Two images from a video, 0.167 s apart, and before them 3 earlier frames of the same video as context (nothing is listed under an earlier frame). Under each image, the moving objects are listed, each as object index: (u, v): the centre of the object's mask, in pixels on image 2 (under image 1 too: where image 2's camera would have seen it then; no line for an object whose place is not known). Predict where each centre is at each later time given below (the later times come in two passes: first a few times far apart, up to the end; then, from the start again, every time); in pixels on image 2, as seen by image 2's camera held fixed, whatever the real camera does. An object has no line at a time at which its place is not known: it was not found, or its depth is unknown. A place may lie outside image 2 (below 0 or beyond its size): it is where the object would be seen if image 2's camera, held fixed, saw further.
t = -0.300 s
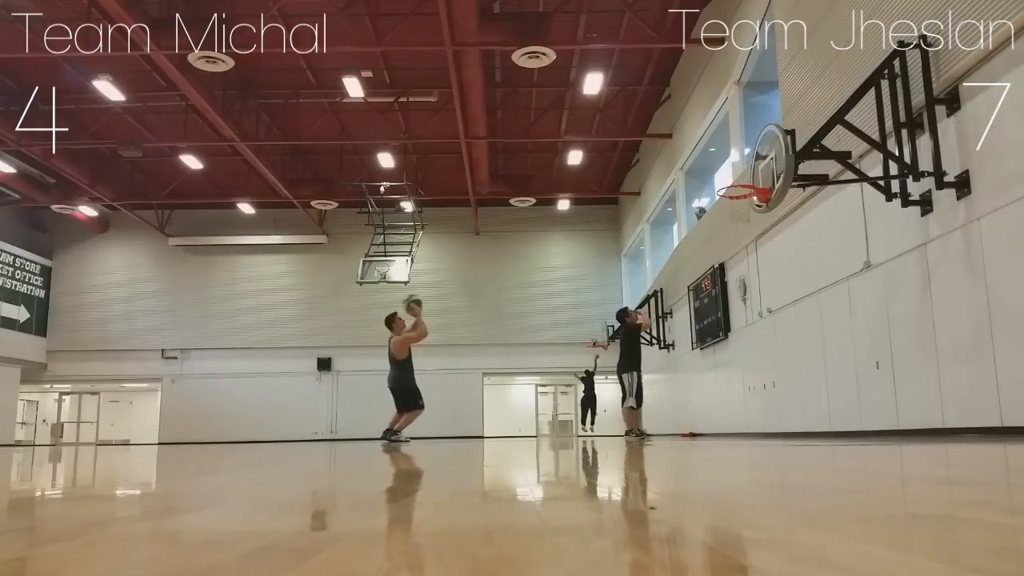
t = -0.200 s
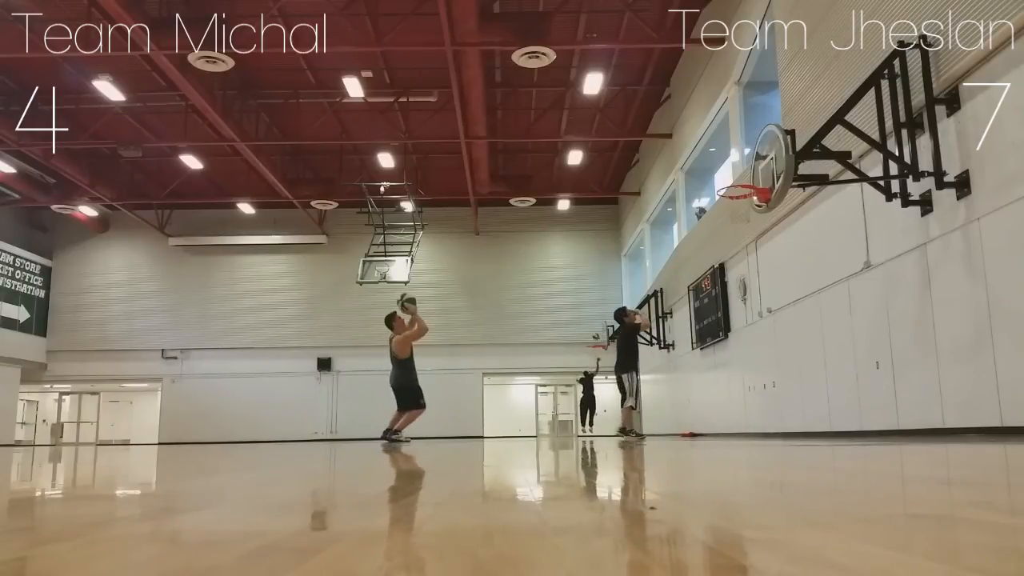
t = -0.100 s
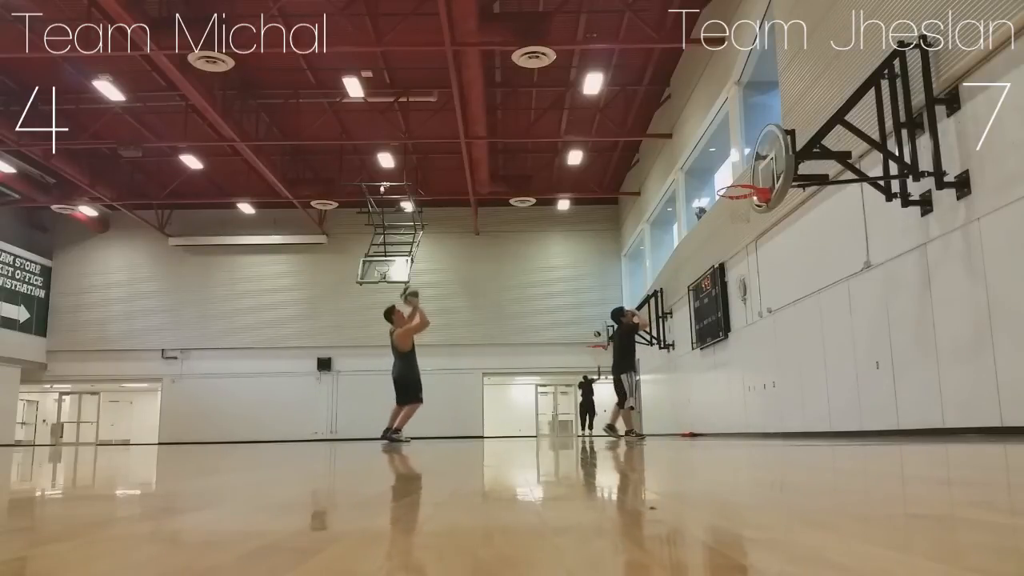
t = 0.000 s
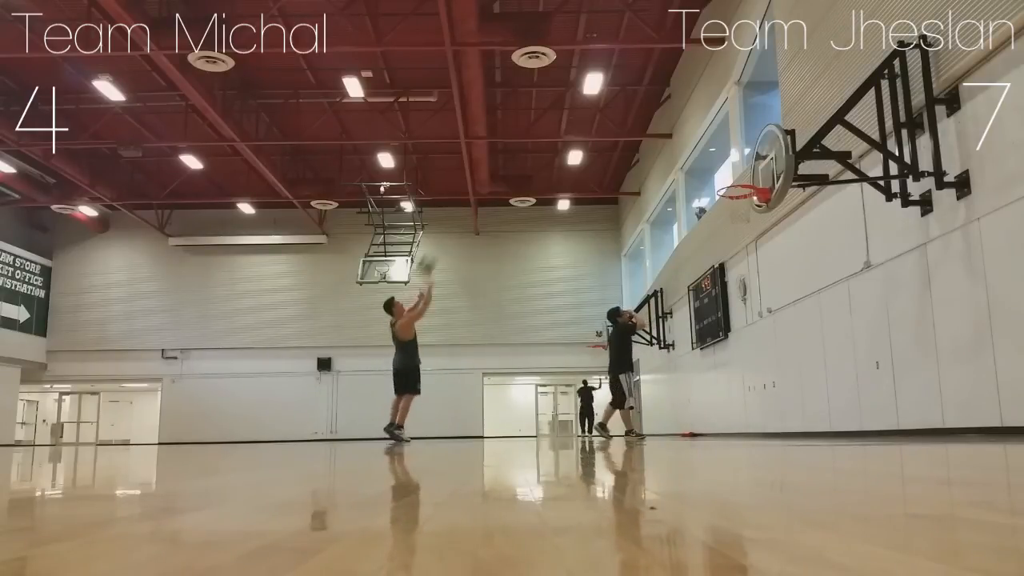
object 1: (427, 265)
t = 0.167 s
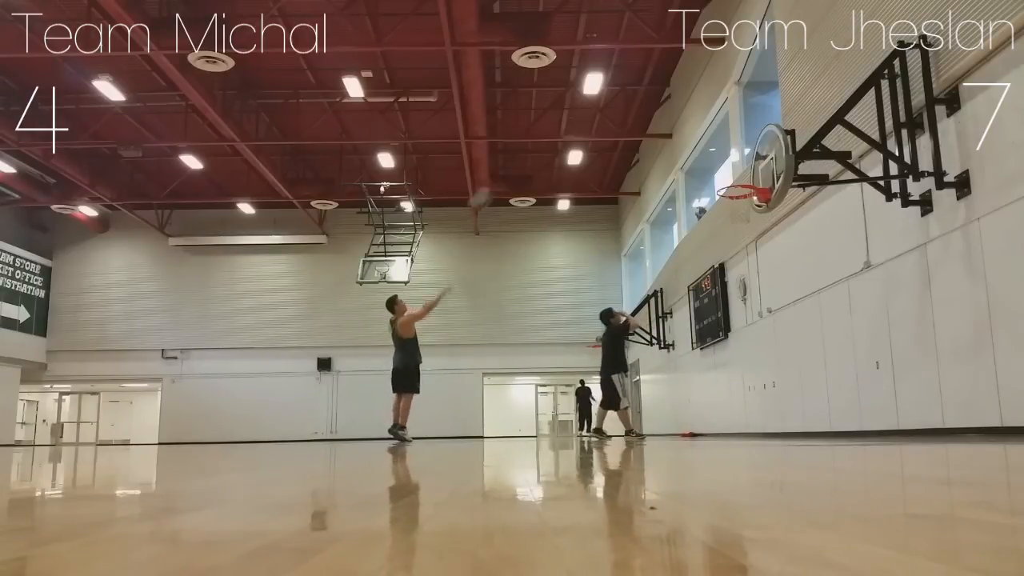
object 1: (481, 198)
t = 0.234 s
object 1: (501, 180)
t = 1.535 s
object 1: (746, 199)
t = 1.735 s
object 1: (744, 217)
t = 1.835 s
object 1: (738, 232)
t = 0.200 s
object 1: (490, 188)
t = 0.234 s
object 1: (501, 180)
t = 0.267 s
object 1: (512, 172)
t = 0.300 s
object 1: (524, 163)
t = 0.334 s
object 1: (535, 155)
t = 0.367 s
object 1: (546, 149)
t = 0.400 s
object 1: (555, 144)
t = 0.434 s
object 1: (566, 139)
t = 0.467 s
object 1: (577, 135)
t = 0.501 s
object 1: (588, 130)
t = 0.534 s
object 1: (600, 128)
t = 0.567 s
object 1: (609, 127)
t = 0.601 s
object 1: (619, 126)
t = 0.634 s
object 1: (630, 125)
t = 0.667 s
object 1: (640, 127)
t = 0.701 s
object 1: (650, 128)
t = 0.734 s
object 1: (661, 130)
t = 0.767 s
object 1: (673, 133)
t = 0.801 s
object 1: (684, 138)
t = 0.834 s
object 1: (697, 144)
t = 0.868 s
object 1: (707, 150)
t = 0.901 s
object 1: (718, 156)
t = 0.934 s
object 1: (729, 161)
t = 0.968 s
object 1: (741, 171)
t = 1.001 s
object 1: (751, 177)
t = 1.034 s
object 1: (755, 178)
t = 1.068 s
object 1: (753, 175)
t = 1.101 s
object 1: (749, 173)
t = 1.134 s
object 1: (747, 171)
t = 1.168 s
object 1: (744, 170)
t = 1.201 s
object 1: (741, 170)
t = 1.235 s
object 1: (739, 170)
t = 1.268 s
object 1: (736, 171)
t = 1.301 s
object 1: (734, 173)
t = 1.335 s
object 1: (731, 176)
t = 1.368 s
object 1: (729, 179)
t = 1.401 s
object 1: (726, 184)
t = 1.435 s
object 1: (727, 189)
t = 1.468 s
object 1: (734, 192)
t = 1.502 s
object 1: (739, 195)
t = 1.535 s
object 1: (746, 199)
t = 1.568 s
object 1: (751, 201)
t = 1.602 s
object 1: (753, 203)
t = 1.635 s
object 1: (751, 206)
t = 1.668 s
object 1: (749, 208)
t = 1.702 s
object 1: (746, 212)
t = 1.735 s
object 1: (744, 217)
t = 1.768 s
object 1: (742, 220)
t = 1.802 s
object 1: (740, 226)
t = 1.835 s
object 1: (738, 232)
